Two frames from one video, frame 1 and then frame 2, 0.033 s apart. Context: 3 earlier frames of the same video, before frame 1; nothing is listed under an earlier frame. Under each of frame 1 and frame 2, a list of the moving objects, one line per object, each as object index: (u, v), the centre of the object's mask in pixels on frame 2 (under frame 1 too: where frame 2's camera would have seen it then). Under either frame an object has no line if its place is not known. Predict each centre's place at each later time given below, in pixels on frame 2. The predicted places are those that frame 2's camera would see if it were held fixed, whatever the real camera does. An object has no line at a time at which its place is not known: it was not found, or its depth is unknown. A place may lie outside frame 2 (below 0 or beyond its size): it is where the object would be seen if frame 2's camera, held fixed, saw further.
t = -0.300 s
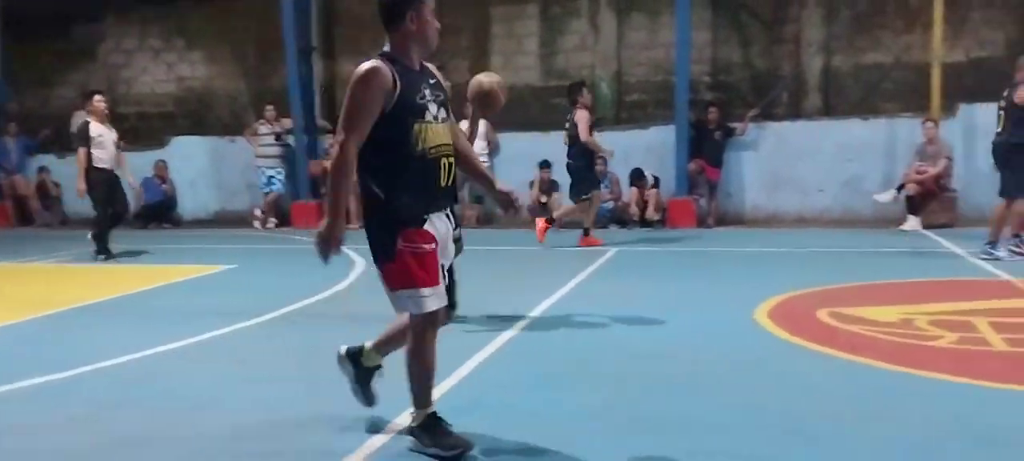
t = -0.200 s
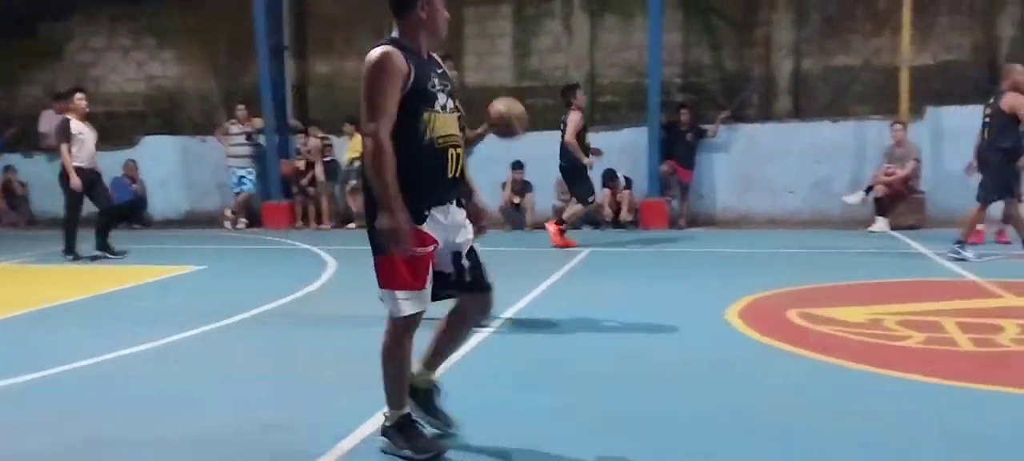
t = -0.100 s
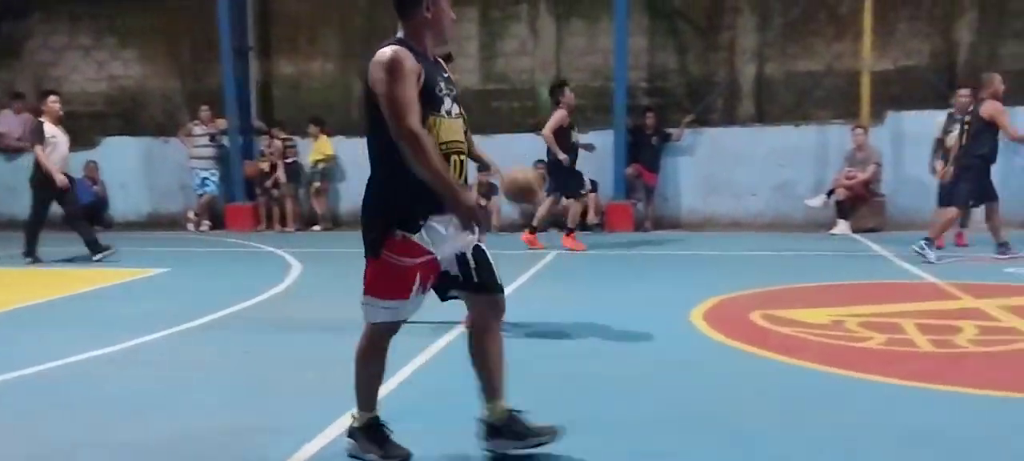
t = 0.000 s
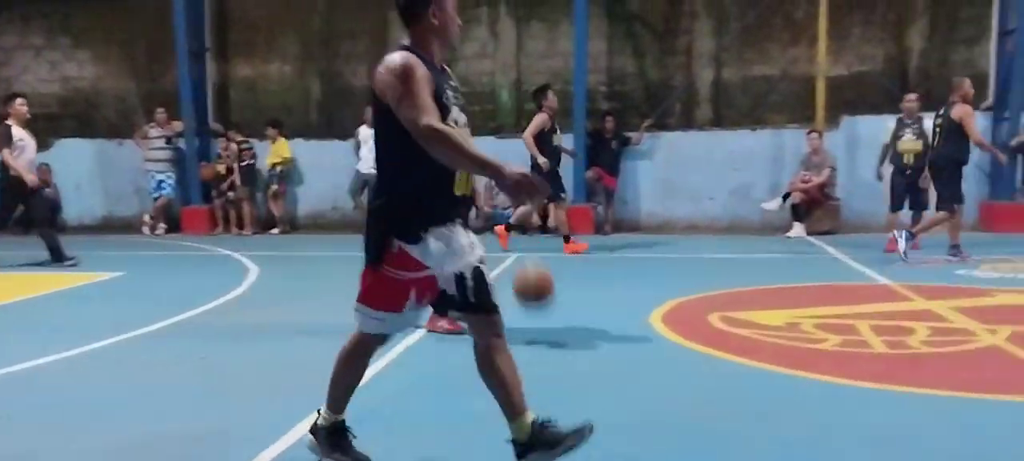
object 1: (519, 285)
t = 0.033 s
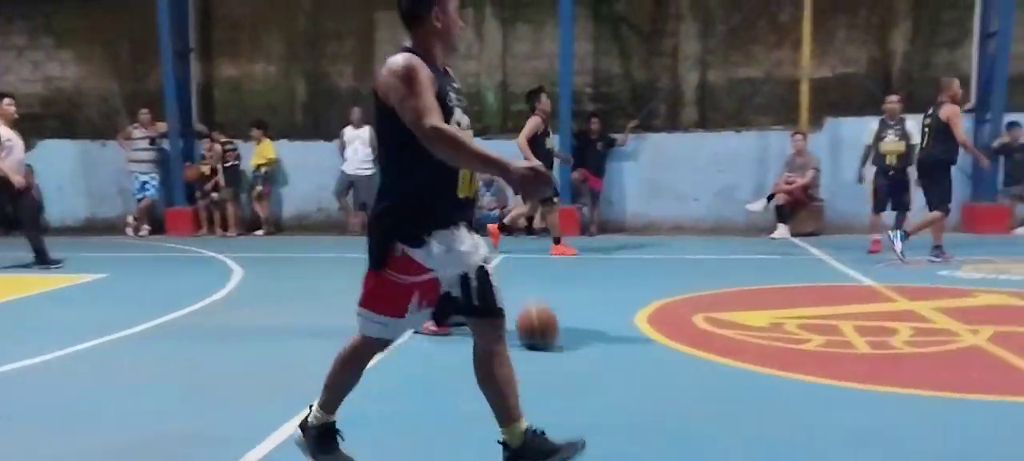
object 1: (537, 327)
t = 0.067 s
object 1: (545, 304)
